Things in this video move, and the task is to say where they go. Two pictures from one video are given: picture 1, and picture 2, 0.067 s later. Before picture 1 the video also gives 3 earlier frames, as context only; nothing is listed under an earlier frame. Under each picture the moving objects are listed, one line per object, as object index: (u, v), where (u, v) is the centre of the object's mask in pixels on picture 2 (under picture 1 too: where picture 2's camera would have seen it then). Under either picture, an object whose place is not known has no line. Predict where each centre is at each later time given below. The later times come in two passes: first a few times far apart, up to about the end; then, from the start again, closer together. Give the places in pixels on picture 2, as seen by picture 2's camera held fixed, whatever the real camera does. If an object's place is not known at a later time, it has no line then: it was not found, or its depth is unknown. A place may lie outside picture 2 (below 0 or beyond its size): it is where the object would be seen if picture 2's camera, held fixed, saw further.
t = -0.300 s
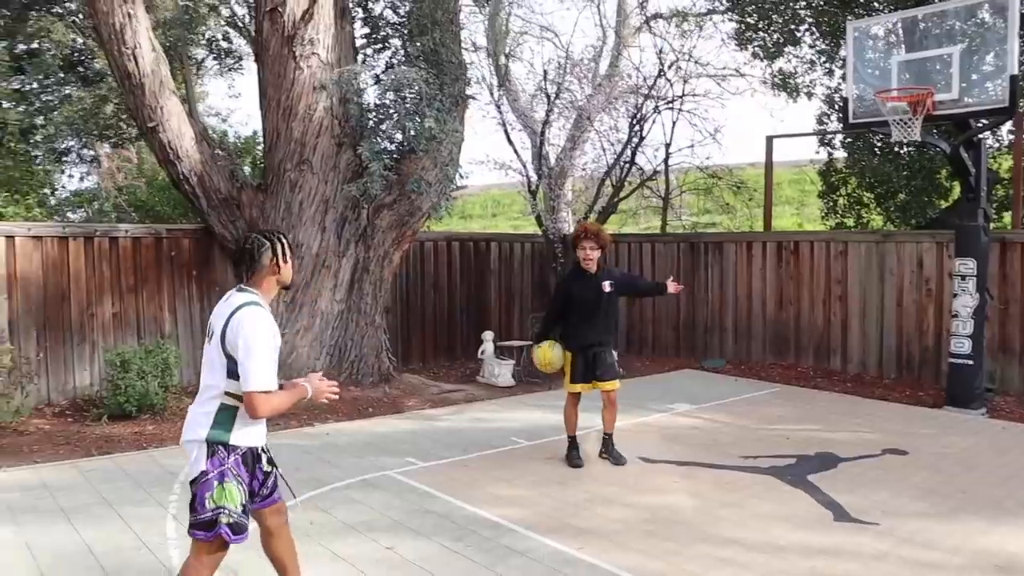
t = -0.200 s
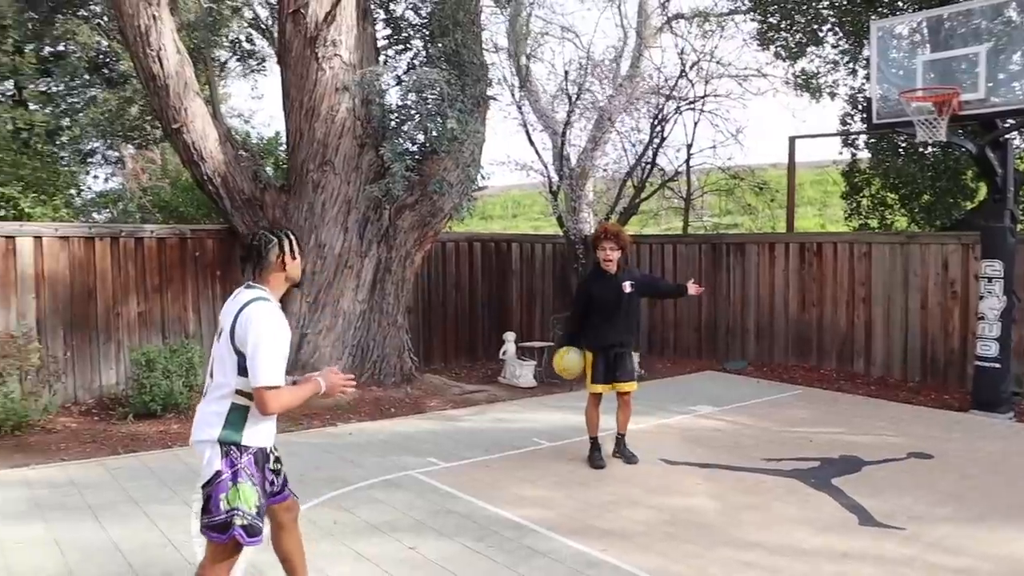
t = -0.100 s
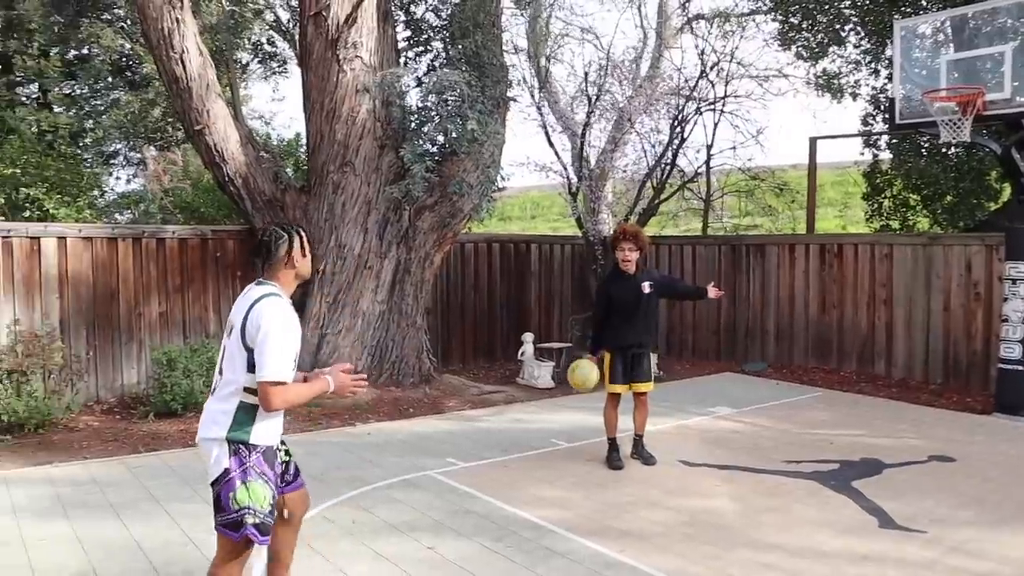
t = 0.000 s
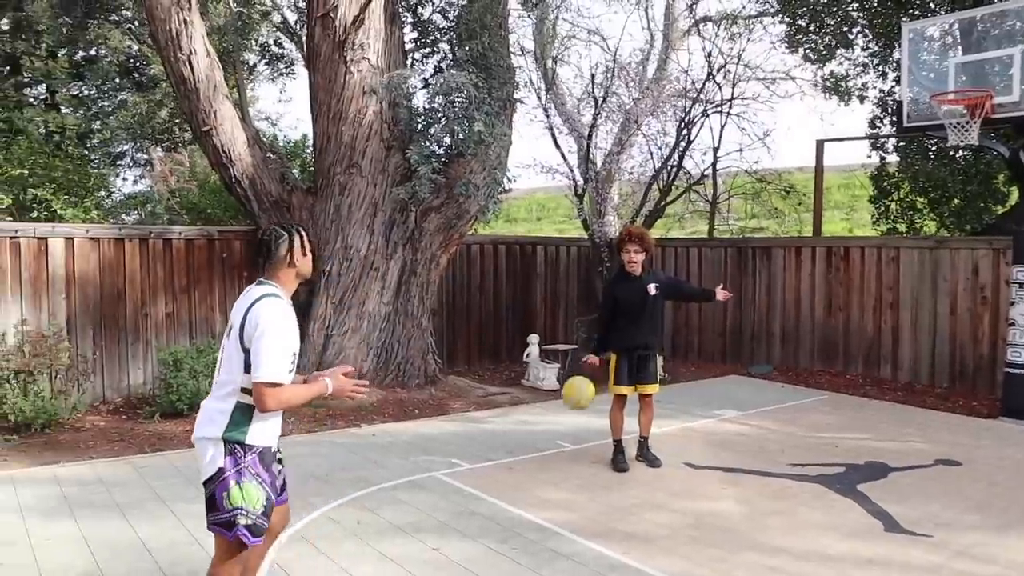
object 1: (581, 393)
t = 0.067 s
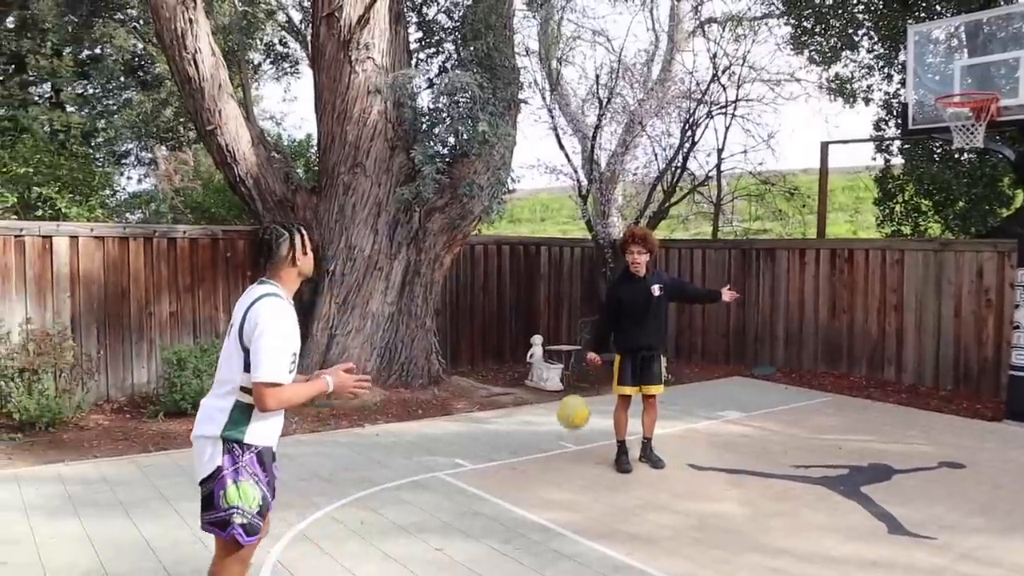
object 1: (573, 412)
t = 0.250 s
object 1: (549, 468)
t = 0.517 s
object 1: (520, 438)
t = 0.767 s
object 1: (483, 518)
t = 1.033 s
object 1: (436, 510)
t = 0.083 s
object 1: (571, 419)
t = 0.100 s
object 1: (569, 425)
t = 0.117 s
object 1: (567, 428)
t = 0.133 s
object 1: (565, 440)
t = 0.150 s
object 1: (563, 446)
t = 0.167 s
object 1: (560, 453)
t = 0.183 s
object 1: (557, 464)
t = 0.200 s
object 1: (555, 474)
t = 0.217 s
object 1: (553, 477)
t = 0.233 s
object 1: (550, 472)
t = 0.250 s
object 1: (549, 468)
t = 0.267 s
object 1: (548, 463)
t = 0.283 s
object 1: (545, 458)
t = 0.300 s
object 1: (545, 454)
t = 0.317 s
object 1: (543, 451)
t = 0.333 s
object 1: (540, 447)
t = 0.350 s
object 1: (539, 445)
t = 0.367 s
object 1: (537, 442)
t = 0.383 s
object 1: (535, 440)
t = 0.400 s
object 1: (534, 438)
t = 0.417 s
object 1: (532, 438)
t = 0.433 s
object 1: (530, 436)
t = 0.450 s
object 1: (528, 436)
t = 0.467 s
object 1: (526, 436)
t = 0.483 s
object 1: (524, 436)
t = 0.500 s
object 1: (522, 438)
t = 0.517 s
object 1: (520, 438)
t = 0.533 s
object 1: (518, 439)
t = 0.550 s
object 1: (518, 442)
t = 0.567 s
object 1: (515, 445)
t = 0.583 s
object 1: (512, 447)
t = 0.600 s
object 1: (509, 452)
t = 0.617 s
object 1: (507, 455)
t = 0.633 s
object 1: (504, 461)
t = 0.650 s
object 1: (502, 466)
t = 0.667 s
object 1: (498, 471)
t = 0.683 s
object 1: (496, 477)
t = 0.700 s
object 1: (494, 484)
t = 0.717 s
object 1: (491, 492)
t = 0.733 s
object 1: (490, 501)
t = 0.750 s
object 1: (487, 509)
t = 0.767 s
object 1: (483, 518)
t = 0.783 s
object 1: (480, 528)
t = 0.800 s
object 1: (479, 527)
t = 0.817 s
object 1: (476, 522)
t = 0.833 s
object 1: (473, 518)
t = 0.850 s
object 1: (471, 516)
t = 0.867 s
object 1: (468, 513)
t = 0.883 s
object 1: (466, 510)
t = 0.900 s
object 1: (463, 508)
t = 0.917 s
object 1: (460, 507)
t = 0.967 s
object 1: (450, 505)
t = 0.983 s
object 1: (446, 505)
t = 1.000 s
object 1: (444, 507)
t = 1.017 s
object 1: (440, 508)
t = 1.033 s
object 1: (436, 510)
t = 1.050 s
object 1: (433, 514)
